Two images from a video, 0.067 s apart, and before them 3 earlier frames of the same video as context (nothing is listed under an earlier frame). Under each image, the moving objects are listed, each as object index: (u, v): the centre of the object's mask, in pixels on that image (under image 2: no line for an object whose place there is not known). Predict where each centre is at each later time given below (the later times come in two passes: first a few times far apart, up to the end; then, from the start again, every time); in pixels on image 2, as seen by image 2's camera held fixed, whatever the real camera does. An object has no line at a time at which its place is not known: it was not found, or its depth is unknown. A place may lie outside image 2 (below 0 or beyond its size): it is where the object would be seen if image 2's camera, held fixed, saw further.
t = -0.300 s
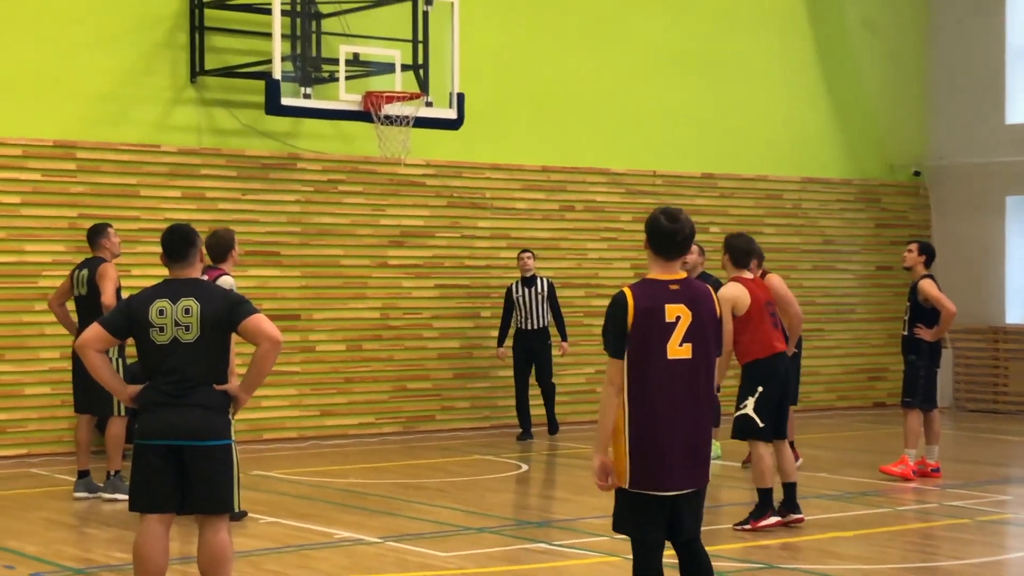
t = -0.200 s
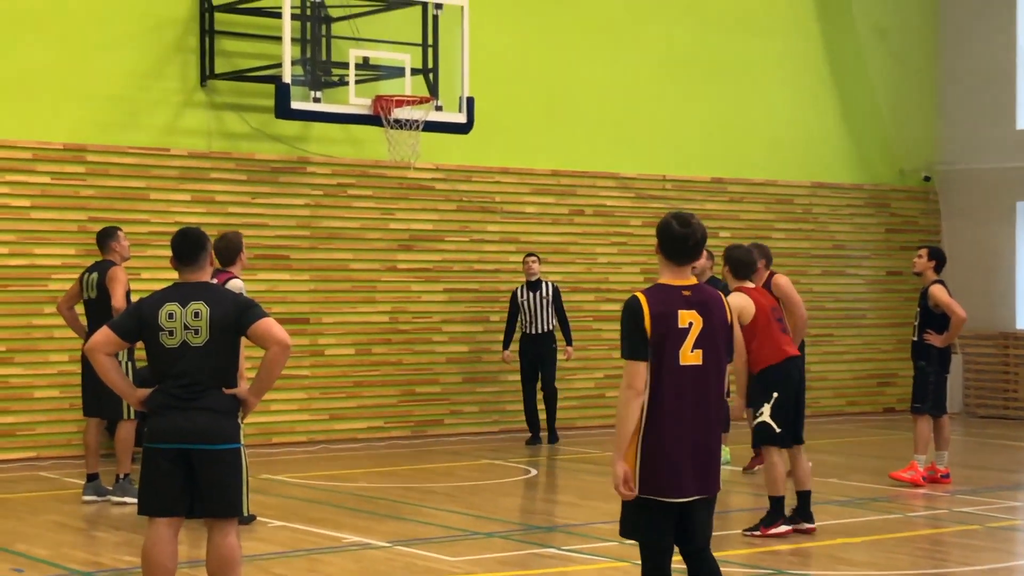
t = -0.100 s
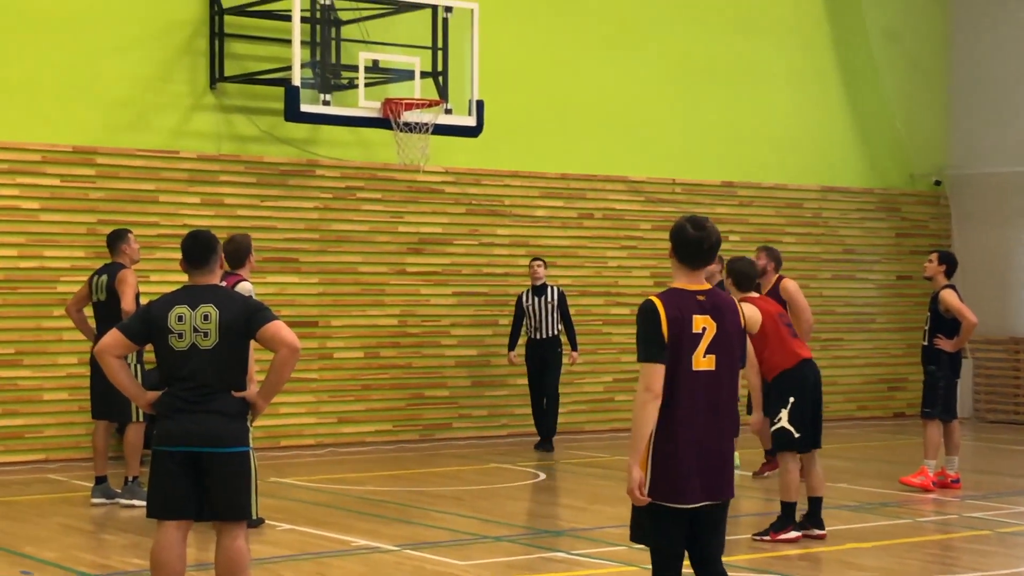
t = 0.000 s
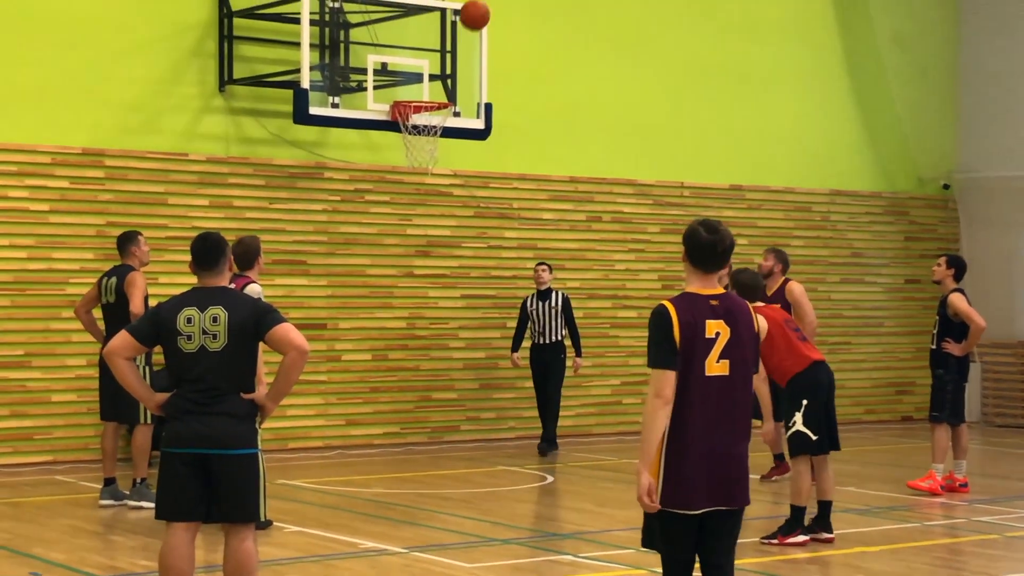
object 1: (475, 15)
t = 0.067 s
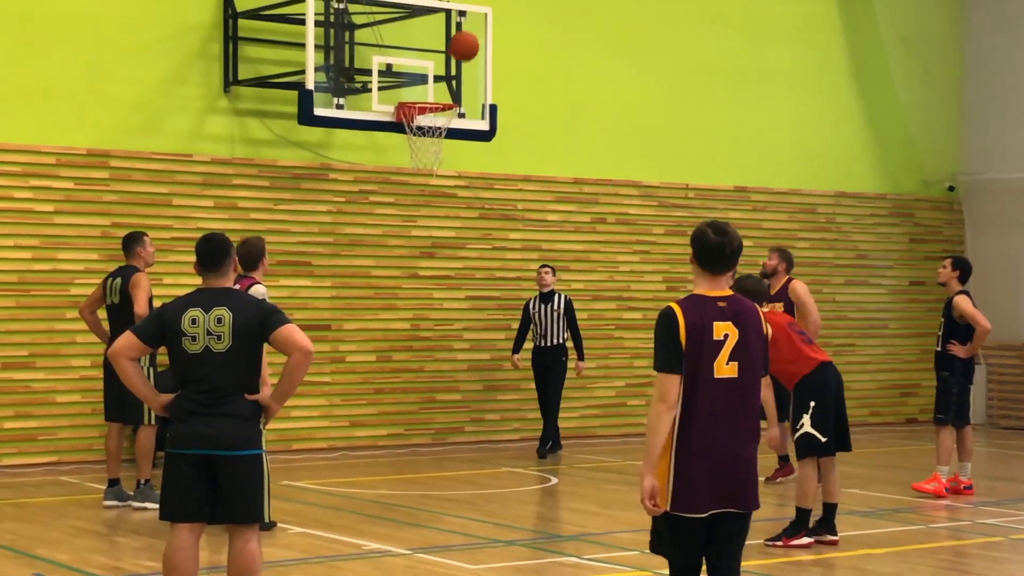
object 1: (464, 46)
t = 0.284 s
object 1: (426, 107)
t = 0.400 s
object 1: (423, 120)
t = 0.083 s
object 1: (461, 54)
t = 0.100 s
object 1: (456, 63)
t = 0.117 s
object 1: (453, 71)
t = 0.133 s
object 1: (449, 81)
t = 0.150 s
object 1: (446, 89)
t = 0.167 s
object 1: (443, 92)
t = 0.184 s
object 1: (440, 92)
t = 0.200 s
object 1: (437, 93)
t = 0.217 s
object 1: (435, 93)
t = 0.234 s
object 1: (432, 100)
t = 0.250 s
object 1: (430, 103)
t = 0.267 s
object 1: (429, 105)
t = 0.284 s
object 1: (426, 107)
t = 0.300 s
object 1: (426, 108)
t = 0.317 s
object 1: (425, 109)
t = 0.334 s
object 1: (424, 111)
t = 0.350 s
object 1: (424, 112)
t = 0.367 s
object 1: (423, 114)
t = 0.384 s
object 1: (424, 118)
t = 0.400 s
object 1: (423, 120)
